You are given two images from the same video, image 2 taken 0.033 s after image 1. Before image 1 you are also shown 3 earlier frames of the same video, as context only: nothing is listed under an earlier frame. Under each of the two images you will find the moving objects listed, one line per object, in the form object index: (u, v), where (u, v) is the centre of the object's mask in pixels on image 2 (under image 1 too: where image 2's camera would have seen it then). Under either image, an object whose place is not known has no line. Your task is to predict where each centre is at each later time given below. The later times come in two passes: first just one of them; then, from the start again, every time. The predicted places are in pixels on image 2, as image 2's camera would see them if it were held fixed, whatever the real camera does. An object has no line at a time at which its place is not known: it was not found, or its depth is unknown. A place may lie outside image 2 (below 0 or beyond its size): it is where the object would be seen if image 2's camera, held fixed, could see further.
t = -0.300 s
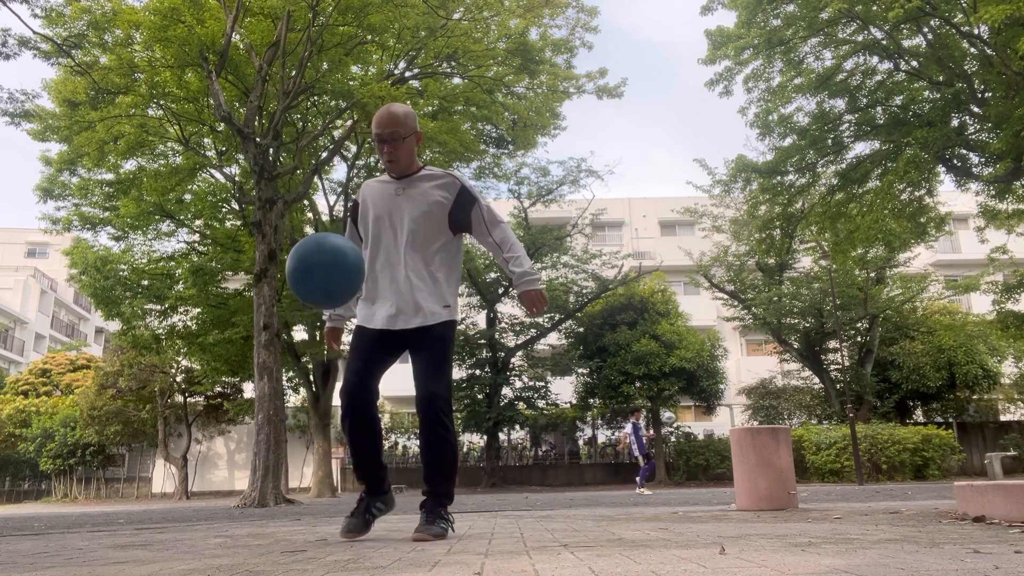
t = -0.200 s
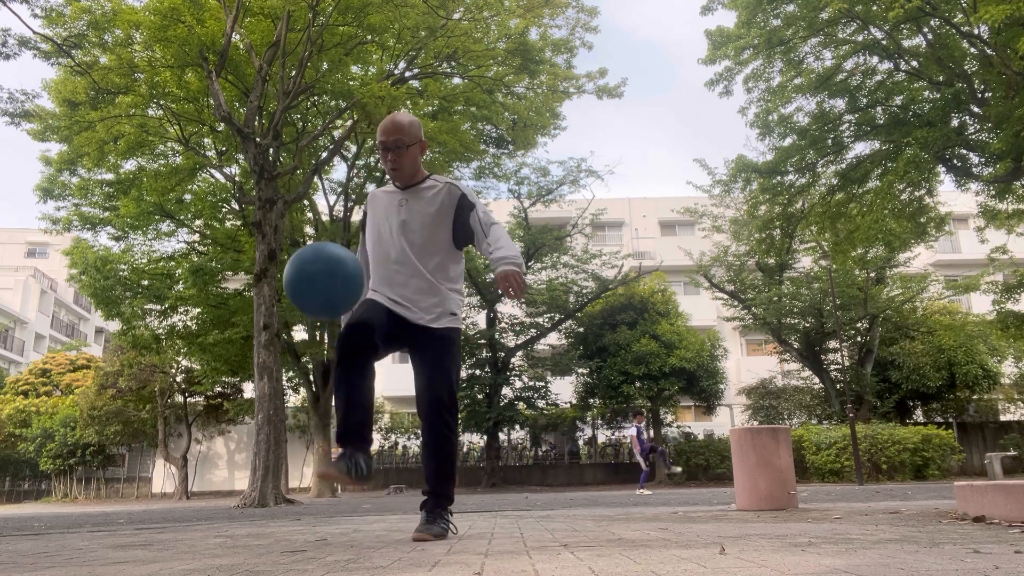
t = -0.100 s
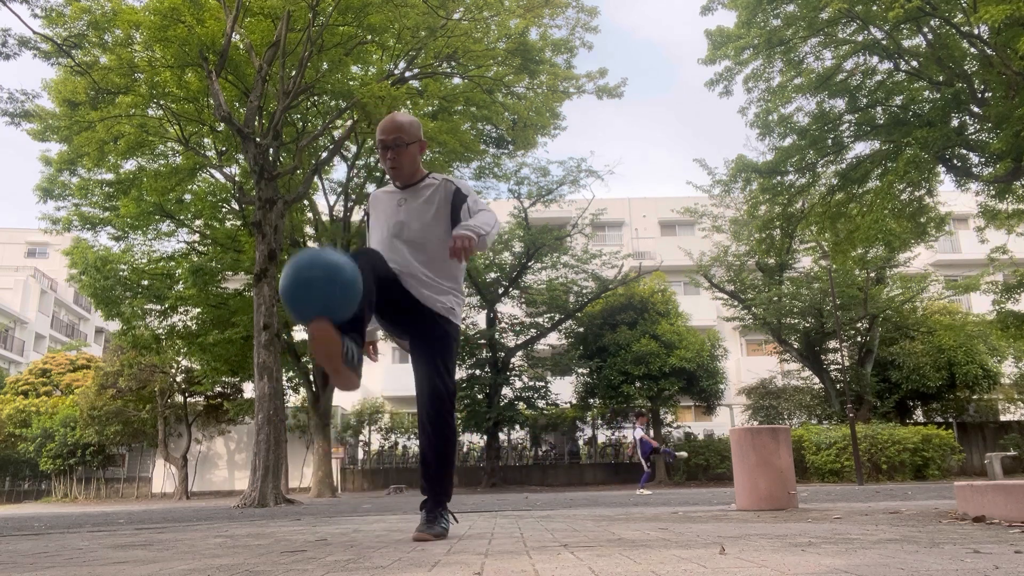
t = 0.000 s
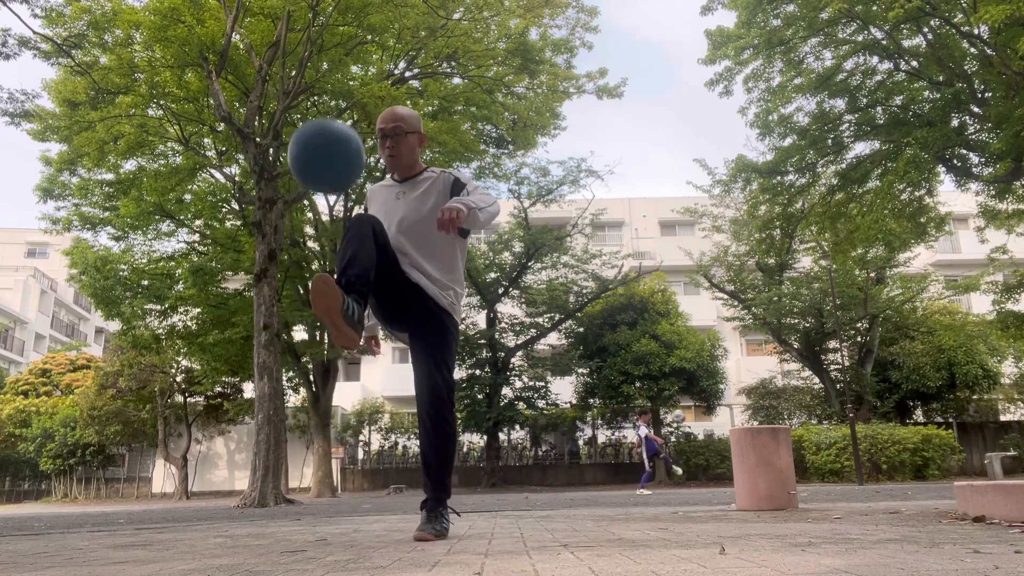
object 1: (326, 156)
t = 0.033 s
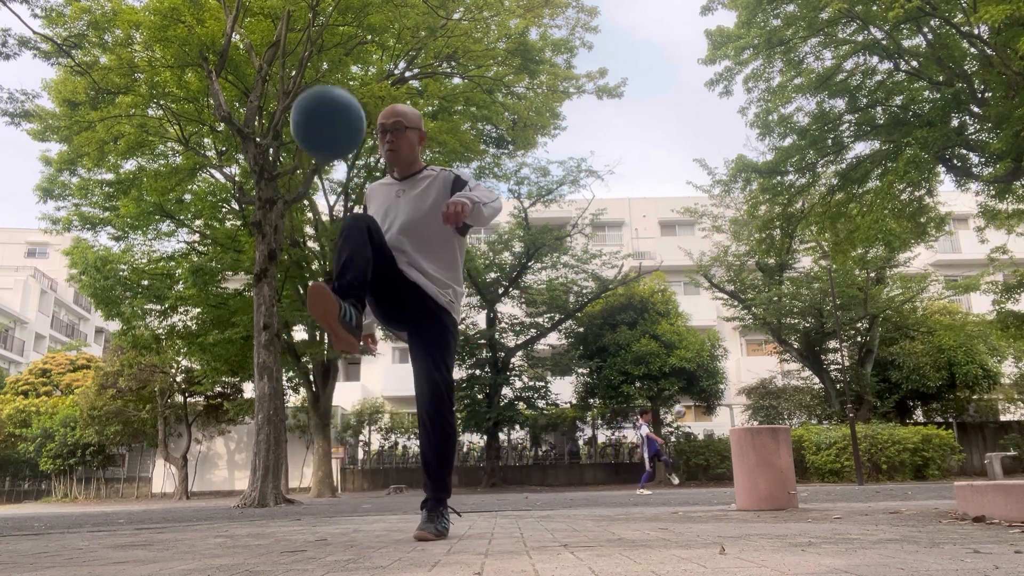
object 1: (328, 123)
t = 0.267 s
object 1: (336, 17)
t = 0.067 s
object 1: (329, 94)
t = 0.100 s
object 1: (330, 70)
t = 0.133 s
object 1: (331, 50)
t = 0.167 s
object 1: (332, 34)
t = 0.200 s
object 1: (334, 25)
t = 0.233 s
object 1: (335, 20)
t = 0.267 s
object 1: (336, 17)
